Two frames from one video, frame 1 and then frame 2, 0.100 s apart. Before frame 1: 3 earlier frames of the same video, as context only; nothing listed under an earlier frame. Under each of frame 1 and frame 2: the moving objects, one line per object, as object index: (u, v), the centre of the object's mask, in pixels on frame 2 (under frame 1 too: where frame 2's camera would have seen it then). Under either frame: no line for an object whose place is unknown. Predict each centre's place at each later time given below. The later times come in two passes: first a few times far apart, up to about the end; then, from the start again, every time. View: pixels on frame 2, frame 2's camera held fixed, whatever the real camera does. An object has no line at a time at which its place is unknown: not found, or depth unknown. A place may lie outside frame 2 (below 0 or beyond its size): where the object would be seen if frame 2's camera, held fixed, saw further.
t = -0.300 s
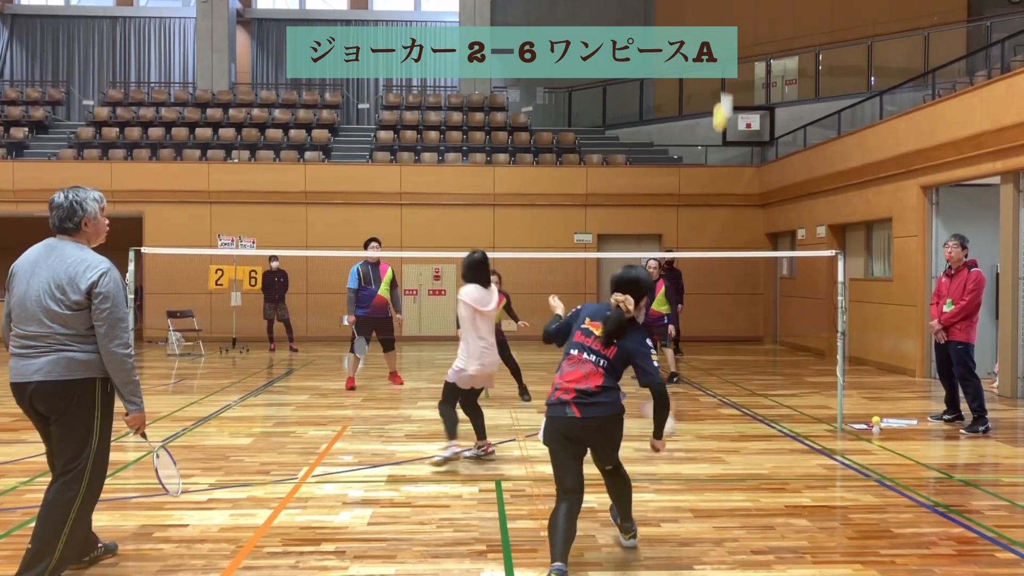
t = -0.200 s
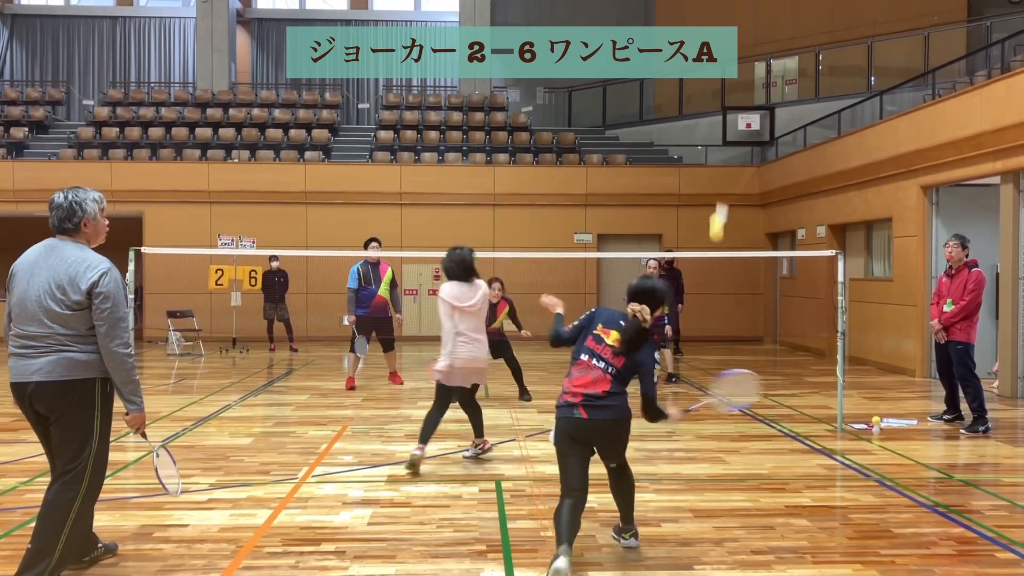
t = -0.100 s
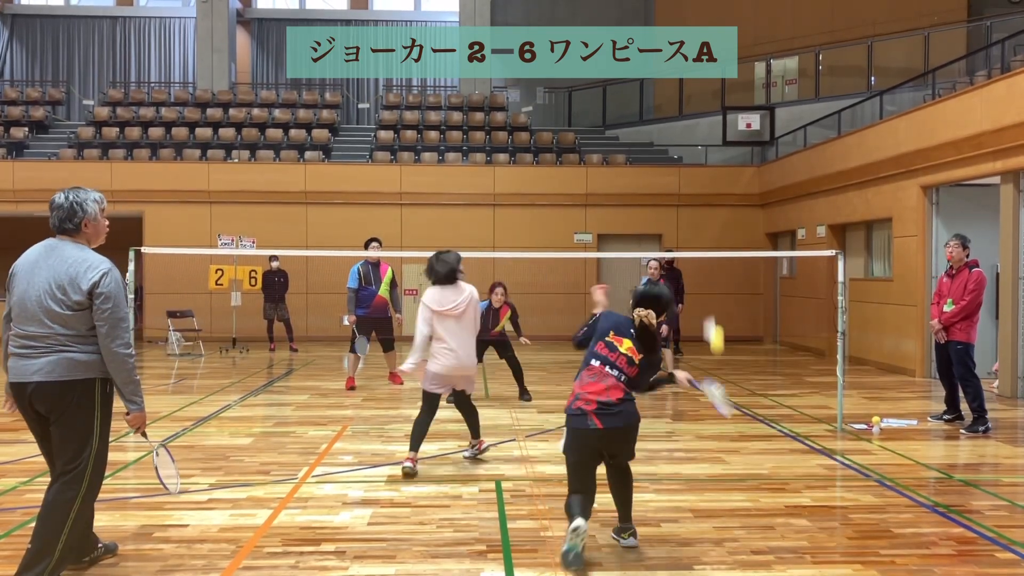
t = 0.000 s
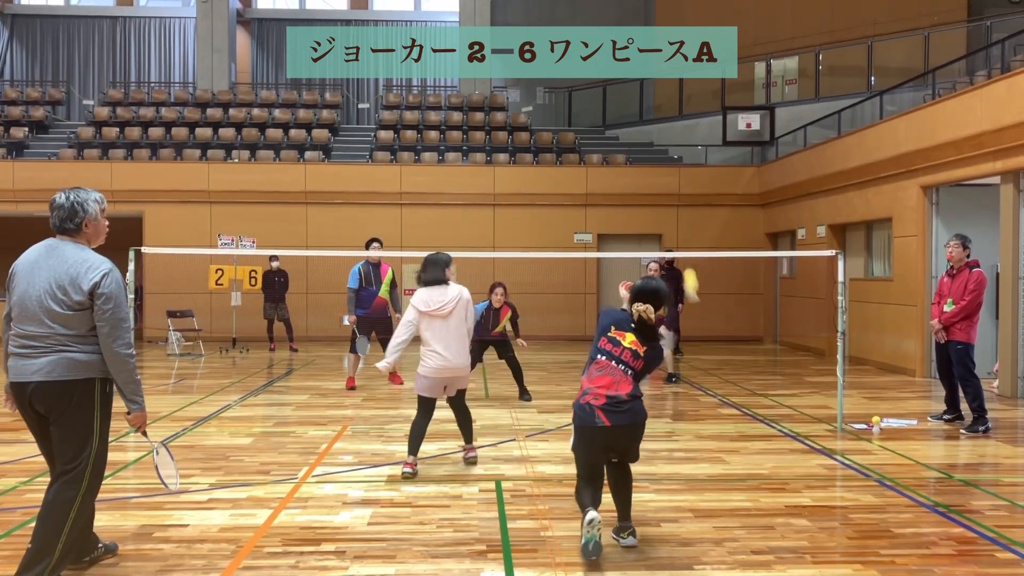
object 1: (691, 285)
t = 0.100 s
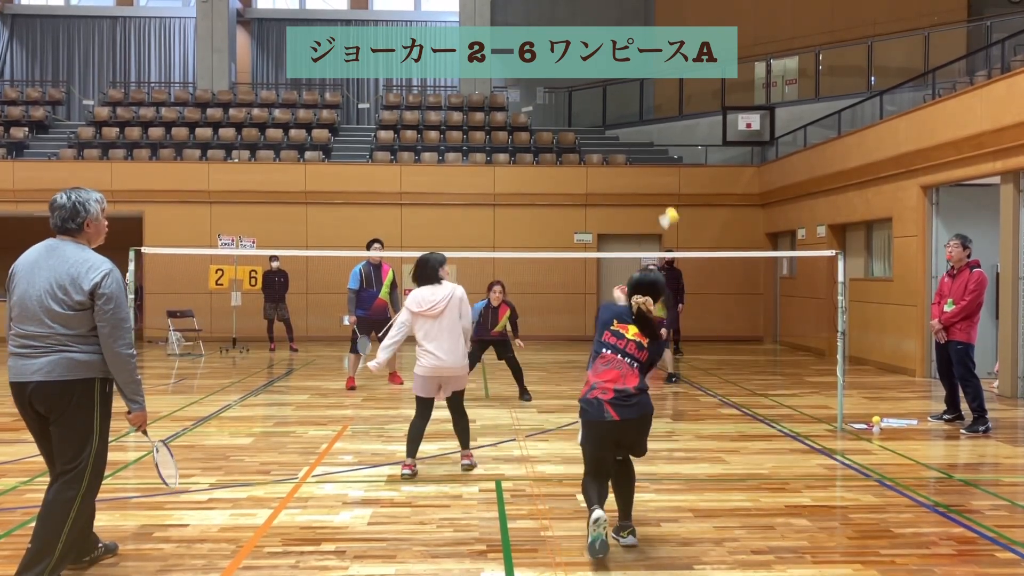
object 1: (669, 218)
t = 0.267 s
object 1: (651, 181)
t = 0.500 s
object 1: (628, 197)
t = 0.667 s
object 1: (621, 232)
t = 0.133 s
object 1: (665, 205)
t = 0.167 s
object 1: (662, 193)
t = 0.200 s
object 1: (657, 187)
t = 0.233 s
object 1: (655, 184)
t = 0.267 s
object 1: (651, 181)
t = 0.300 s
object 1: (647, 179)
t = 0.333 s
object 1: (644, 179)
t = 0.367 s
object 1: (641, 181)
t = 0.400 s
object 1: (638, 184)
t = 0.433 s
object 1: (634, 188)
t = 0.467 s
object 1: (631, 192)
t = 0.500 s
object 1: (628, 197)
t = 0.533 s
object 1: (626, 203)
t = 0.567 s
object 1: (625, 209)
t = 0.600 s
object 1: (623, 216)
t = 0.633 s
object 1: (622, 224)
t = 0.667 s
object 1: (621, 232)
